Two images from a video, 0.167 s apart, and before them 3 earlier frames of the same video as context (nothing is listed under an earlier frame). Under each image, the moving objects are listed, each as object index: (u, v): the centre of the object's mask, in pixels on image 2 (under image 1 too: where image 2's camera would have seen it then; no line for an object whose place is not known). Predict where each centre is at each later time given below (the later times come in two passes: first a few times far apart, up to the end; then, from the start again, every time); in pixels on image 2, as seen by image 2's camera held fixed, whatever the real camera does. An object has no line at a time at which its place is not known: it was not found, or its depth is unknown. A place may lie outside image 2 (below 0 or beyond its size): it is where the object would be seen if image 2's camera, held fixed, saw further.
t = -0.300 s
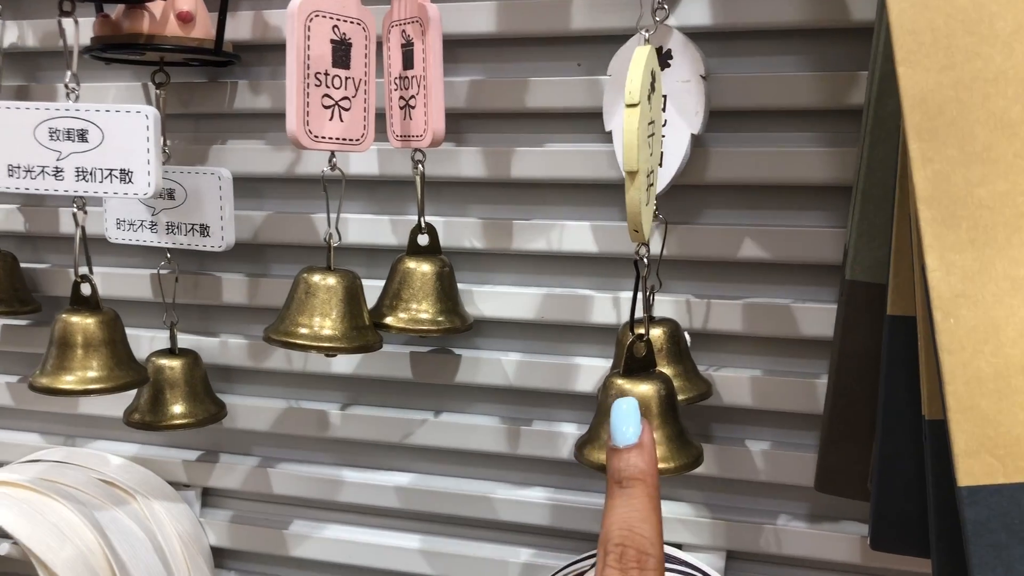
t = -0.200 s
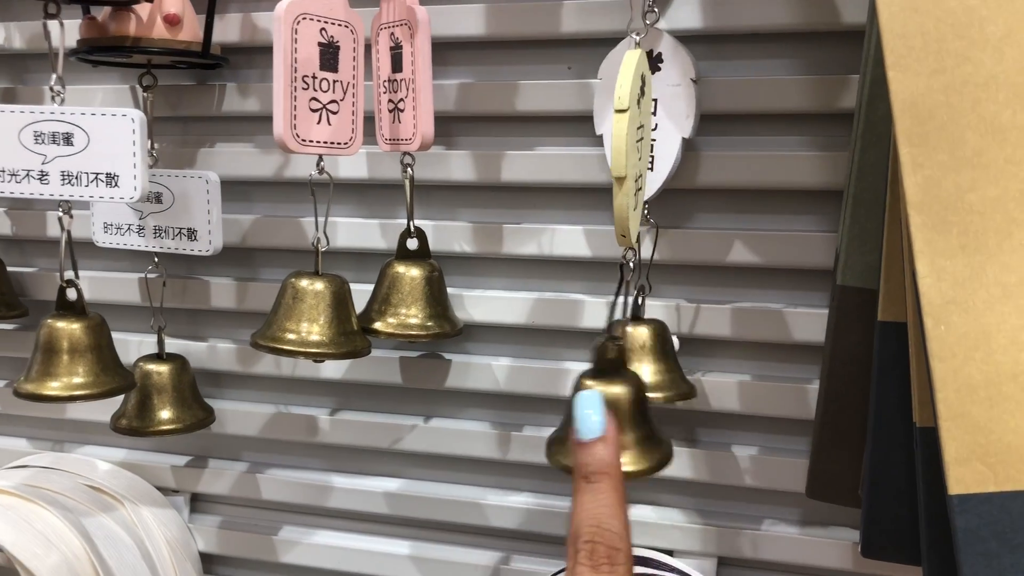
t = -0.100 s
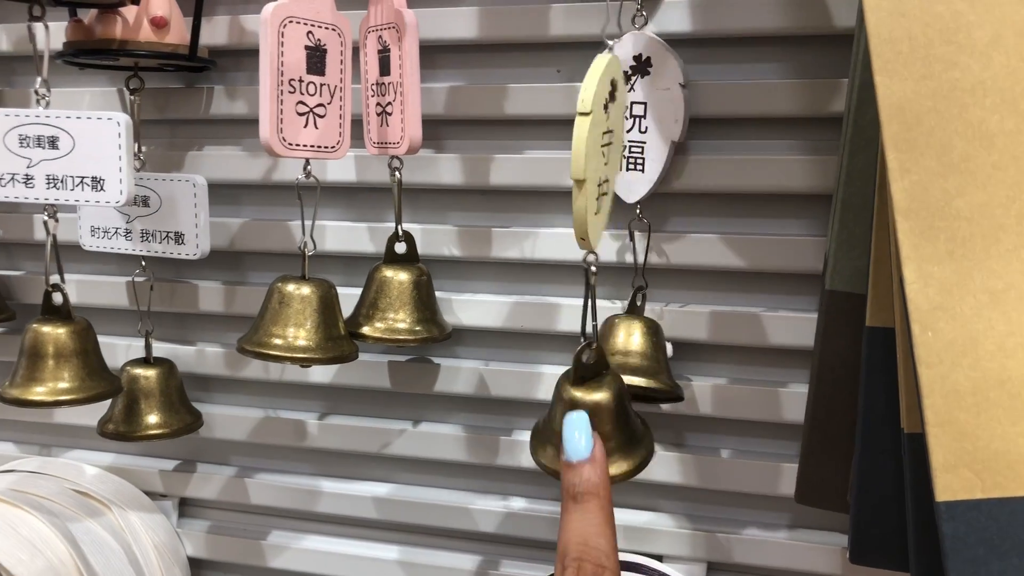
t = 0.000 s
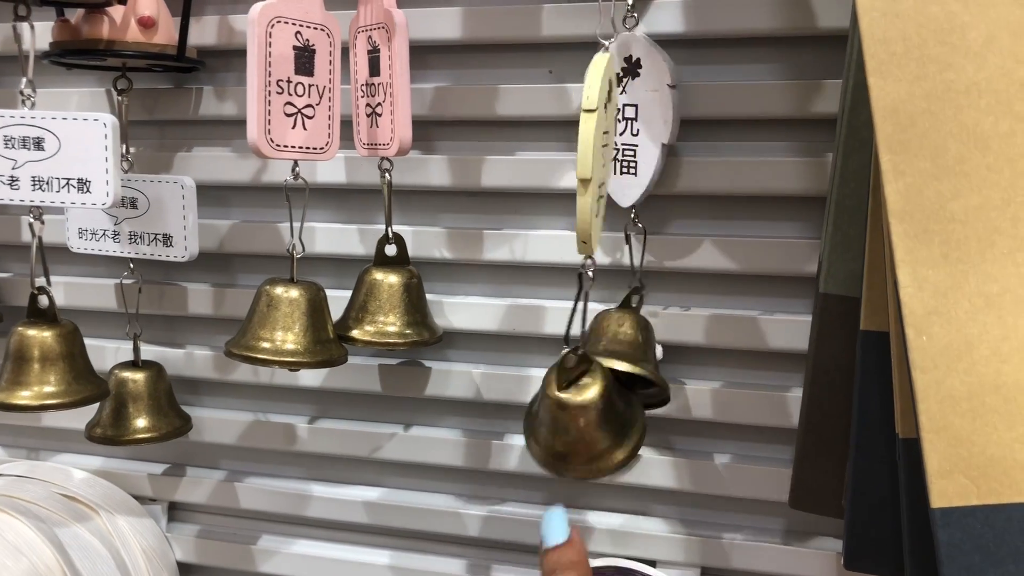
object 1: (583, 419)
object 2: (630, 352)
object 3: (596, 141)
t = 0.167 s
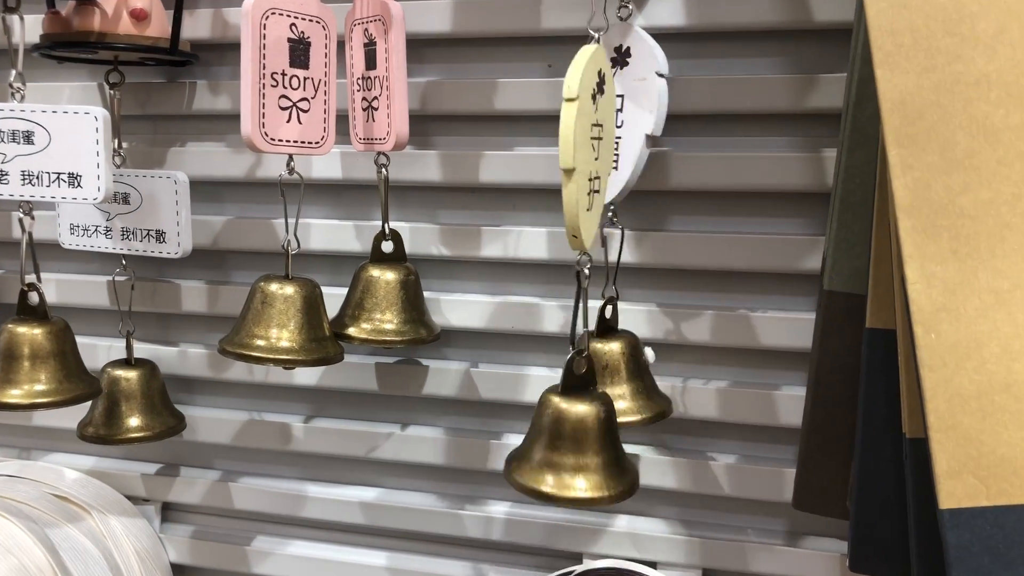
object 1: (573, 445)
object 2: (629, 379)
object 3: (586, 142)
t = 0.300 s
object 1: (583, 444)
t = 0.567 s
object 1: (634, 438)
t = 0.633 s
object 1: (630, 444)
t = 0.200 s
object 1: (571, 449)
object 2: (625, 377)
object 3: (582, 139)
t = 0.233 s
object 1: (570, 452)
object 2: (625, 374)
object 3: (581, 140)
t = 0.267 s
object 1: (575, 448)
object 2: (630, 375)
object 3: (587, 142)
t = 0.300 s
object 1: (583, 444)
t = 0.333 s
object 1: (593, 449)
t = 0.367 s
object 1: (599, 454)
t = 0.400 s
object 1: (604, 453)
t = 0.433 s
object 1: (610, 448)
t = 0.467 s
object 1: (617, 442)
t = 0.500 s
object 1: (625, 436)
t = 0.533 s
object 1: (631, 434)
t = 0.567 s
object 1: (634, 438)
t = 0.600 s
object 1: (633, 441)
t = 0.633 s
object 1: (630, 444)
